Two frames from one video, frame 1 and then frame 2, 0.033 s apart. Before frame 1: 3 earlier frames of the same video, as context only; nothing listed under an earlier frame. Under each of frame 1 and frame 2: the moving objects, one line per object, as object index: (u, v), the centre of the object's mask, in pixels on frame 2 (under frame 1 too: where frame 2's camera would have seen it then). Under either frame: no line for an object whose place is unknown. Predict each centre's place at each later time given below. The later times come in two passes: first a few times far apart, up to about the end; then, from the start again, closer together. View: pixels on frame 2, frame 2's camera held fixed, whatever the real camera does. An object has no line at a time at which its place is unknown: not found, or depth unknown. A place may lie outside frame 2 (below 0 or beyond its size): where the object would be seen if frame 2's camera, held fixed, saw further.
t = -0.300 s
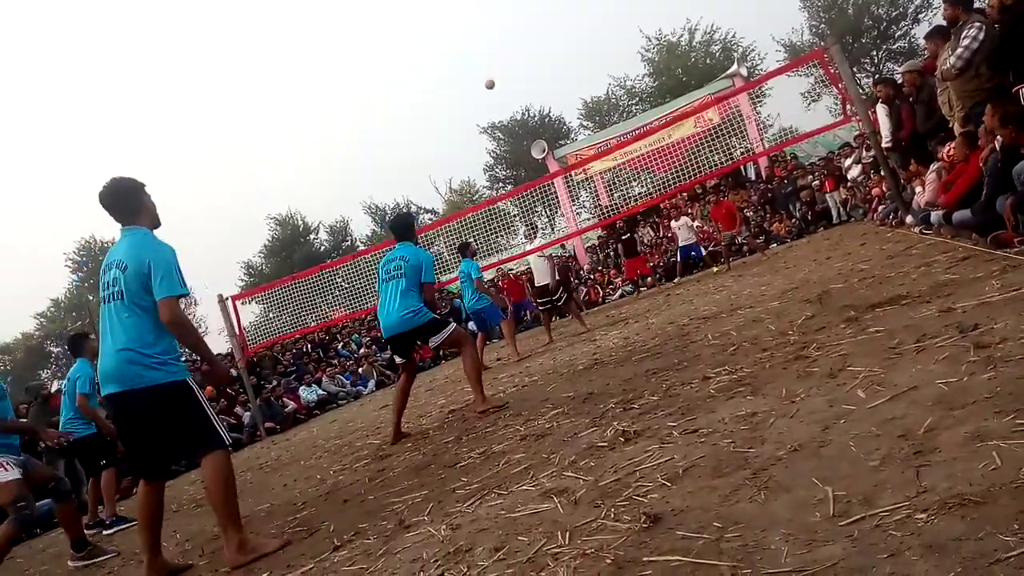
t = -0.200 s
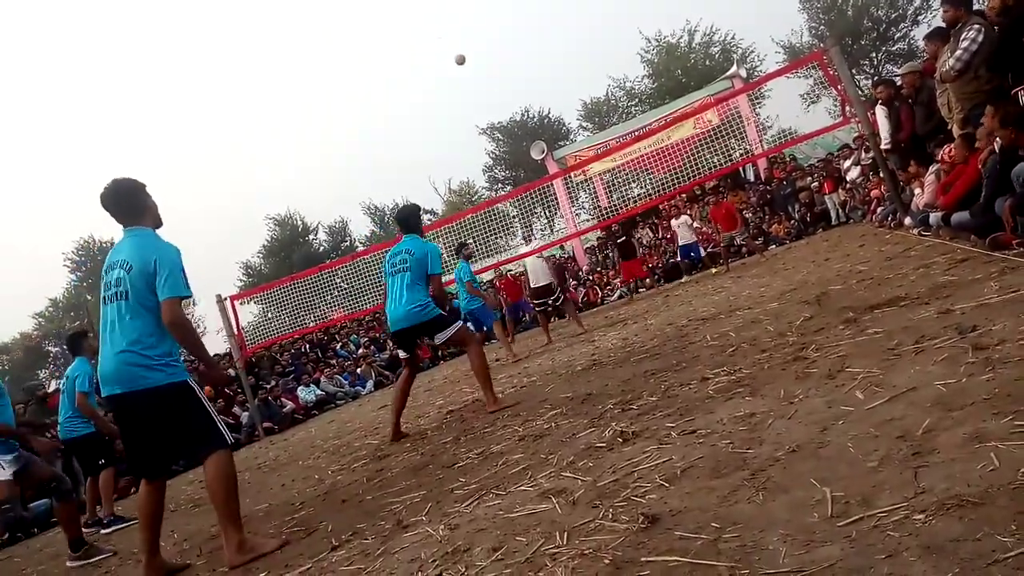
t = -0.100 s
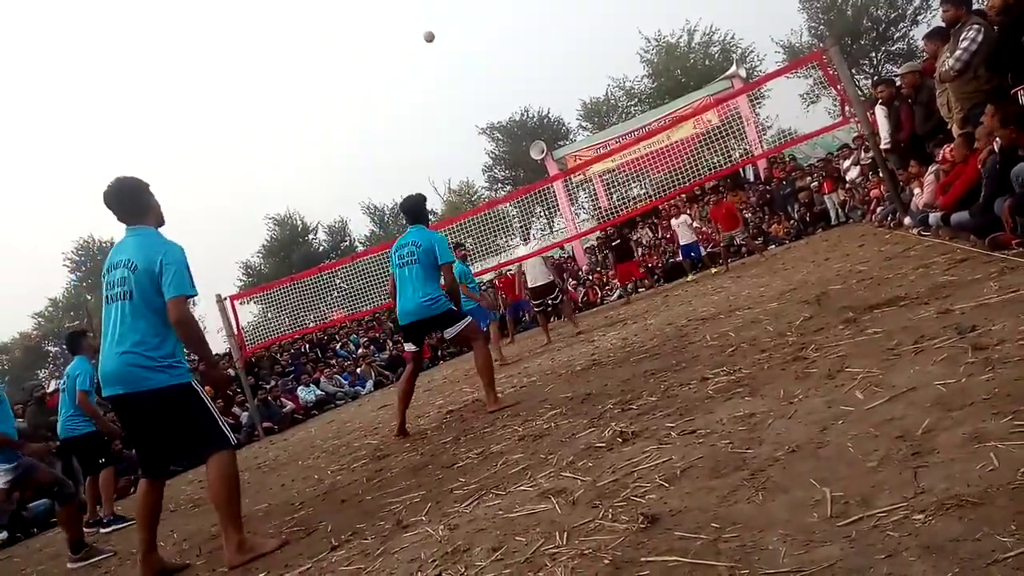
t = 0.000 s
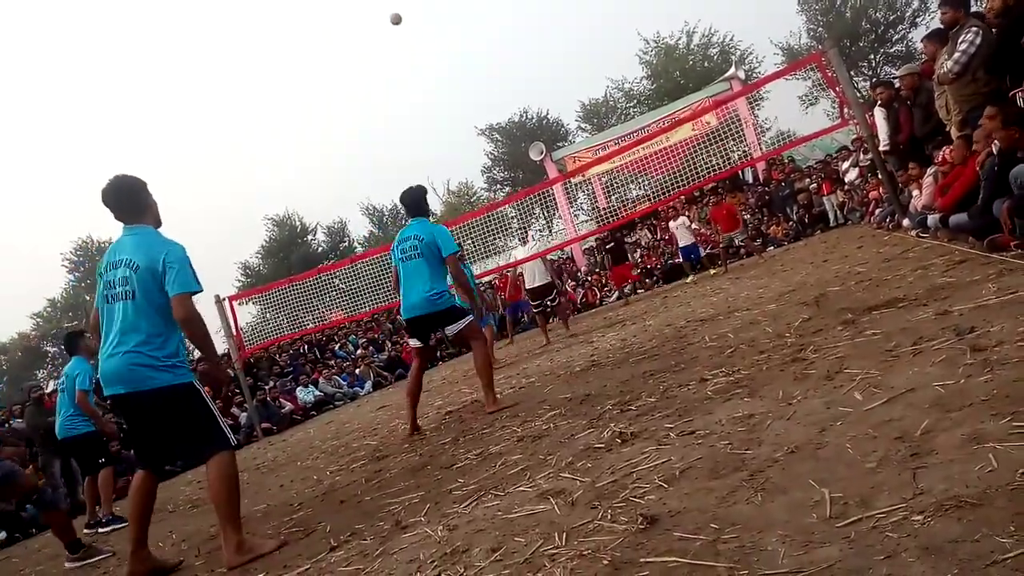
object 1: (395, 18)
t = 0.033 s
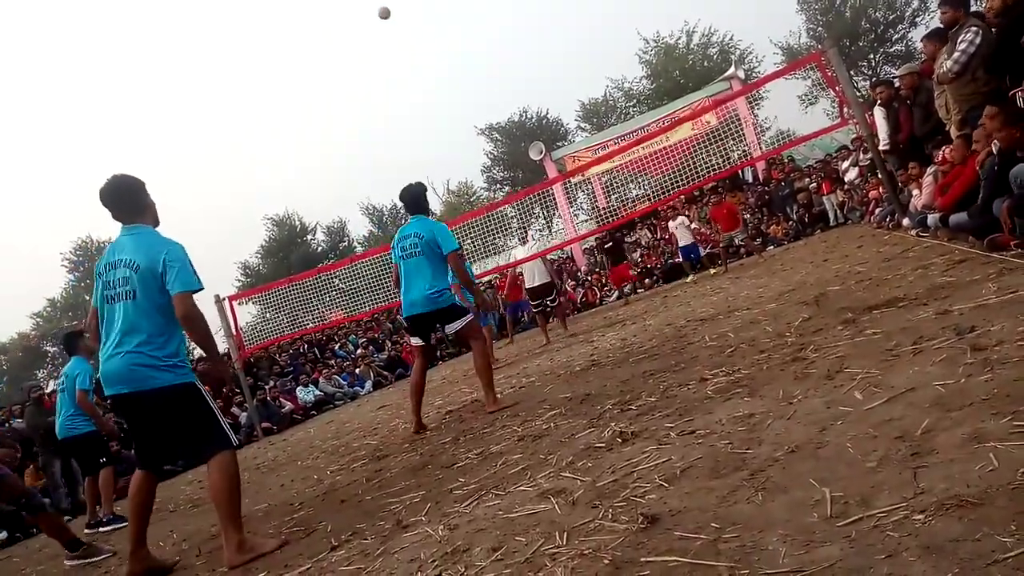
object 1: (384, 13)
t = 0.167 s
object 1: (337, 2)
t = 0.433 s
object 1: (227, 7)
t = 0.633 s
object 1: (121, 72)
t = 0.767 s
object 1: (28, 165)
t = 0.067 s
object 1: (372, 8)
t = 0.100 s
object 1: (362, 5)
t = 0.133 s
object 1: (350, 4)
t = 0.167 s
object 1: (337, 2)
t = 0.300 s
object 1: (287, 0)
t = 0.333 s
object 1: (273, 1)
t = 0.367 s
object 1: (258, 2)
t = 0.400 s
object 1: (243, 4)
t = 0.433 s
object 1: (227, 7)
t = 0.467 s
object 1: (211, 13)
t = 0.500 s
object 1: (195, 20)
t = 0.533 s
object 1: (178, 31)
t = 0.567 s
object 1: (160, 42)
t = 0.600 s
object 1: (141, 55)
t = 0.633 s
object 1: (121, 72)
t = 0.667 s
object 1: (100, 89)
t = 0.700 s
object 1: (77, 112)
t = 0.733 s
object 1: (53, 137)
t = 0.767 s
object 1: (28, 165)
